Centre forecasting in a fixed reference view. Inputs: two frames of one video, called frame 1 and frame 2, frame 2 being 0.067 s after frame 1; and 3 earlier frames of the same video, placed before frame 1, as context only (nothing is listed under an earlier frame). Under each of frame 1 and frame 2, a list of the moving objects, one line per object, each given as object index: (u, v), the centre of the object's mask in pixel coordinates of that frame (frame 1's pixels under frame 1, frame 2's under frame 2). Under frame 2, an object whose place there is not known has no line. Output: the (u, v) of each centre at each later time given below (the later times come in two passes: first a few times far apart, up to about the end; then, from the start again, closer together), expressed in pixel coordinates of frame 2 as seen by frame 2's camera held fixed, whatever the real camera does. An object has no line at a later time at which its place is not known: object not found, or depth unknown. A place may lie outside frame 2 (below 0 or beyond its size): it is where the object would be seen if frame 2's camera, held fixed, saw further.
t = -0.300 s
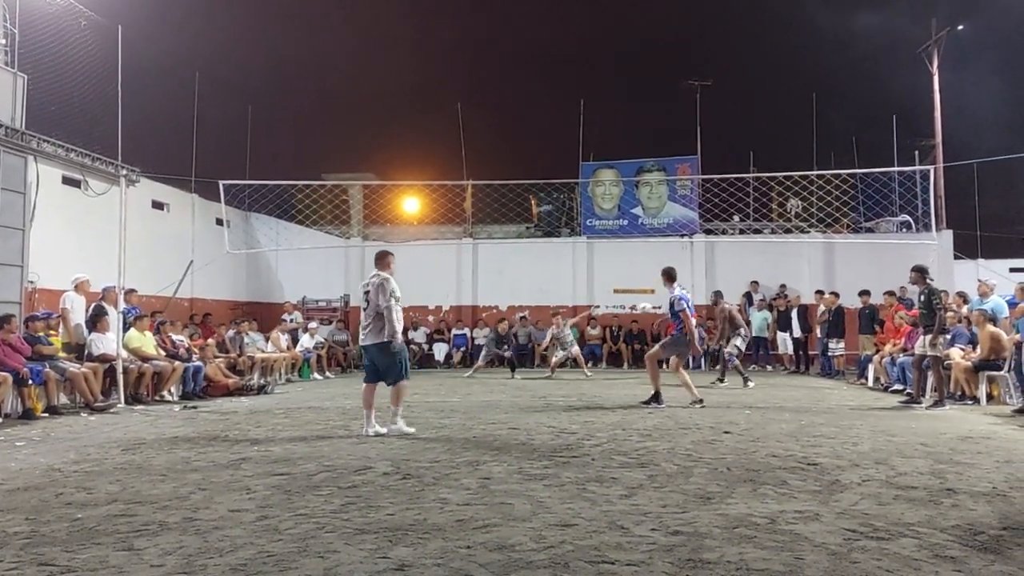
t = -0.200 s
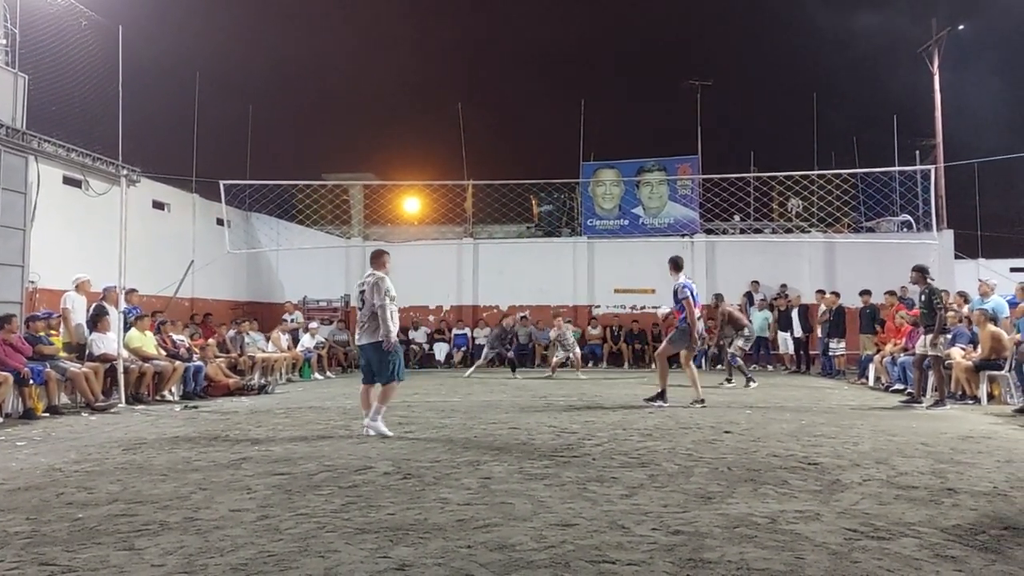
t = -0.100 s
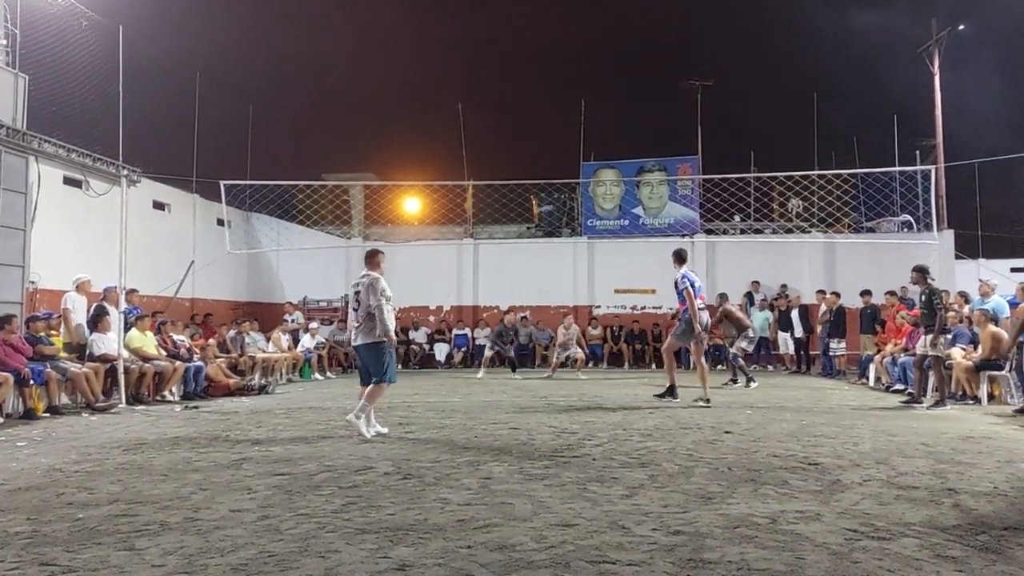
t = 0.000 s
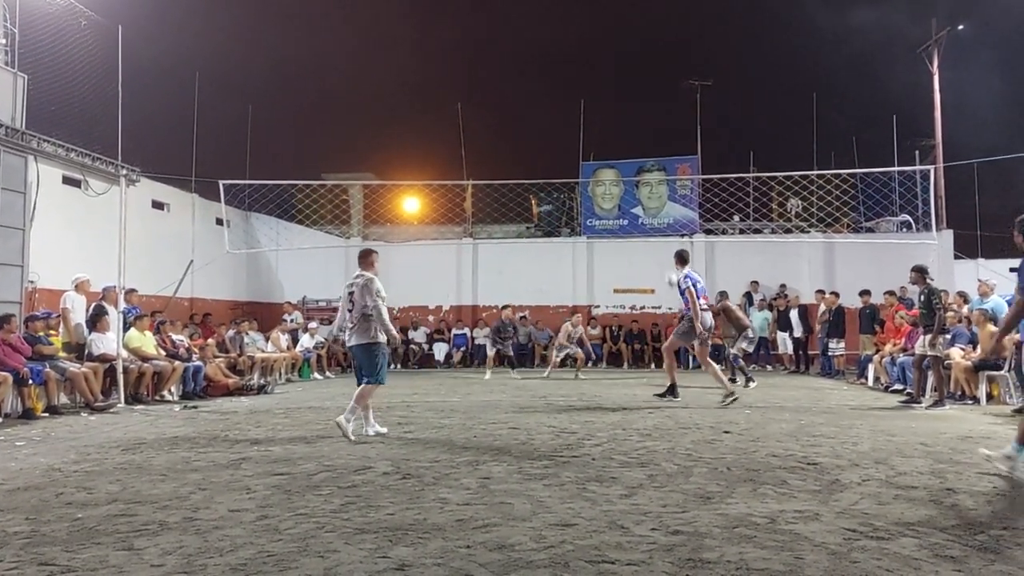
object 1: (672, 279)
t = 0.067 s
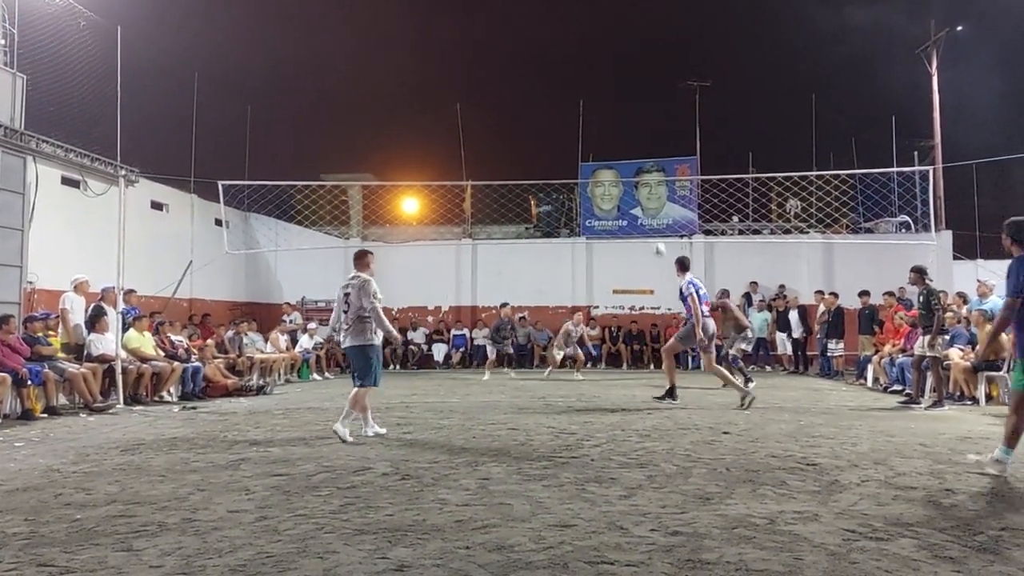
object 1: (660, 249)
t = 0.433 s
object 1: (598, 123)
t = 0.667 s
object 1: (563, 84)
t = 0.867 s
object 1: (534, 77)
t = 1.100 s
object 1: (501, 97)
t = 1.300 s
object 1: (473, 139)
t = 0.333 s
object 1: (614, 148)
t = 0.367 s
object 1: (609, 139)
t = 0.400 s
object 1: (604, 130)
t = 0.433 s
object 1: (598, 123)
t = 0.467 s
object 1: (594, 115)
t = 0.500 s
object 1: (588, 108)
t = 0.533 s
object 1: (583, 102)
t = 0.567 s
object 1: (578, 97)
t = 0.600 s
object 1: (575, 92)
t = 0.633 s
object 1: (569, 88)
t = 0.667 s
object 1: (563, 84)
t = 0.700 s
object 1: (558, 81)
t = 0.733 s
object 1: (553, 79)
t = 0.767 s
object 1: (549, 78)
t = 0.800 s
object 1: (544, 77)
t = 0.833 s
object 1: (539, 76)
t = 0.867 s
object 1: (534, 77)
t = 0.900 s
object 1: (529, 78)
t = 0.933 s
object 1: (525, 80)
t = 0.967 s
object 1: (520, 82)
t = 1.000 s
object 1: (515, 85)
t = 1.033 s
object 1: (511, 88)
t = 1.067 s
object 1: (506, 92)
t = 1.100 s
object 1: (501, 97)
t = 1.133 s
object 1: (497, 102)
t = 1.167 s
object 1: (492, 108)
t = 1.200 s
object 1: (487, 115)
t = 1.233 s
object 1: (483, 122)
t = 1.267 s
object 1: (478, 130)
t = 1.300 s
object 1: (473, 139)
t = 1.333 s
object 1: (468, 147)
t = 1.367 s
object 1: (465, 157)
